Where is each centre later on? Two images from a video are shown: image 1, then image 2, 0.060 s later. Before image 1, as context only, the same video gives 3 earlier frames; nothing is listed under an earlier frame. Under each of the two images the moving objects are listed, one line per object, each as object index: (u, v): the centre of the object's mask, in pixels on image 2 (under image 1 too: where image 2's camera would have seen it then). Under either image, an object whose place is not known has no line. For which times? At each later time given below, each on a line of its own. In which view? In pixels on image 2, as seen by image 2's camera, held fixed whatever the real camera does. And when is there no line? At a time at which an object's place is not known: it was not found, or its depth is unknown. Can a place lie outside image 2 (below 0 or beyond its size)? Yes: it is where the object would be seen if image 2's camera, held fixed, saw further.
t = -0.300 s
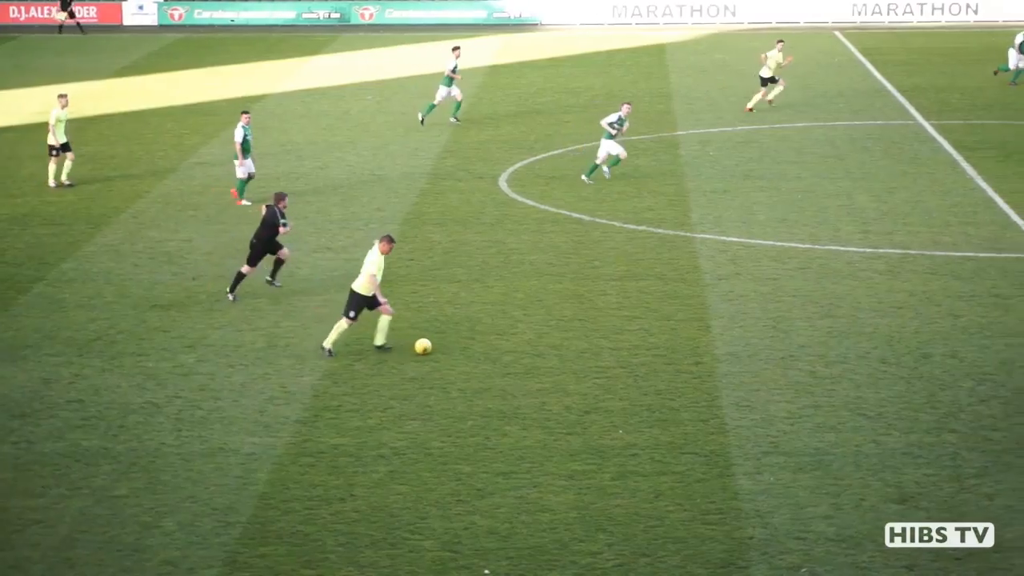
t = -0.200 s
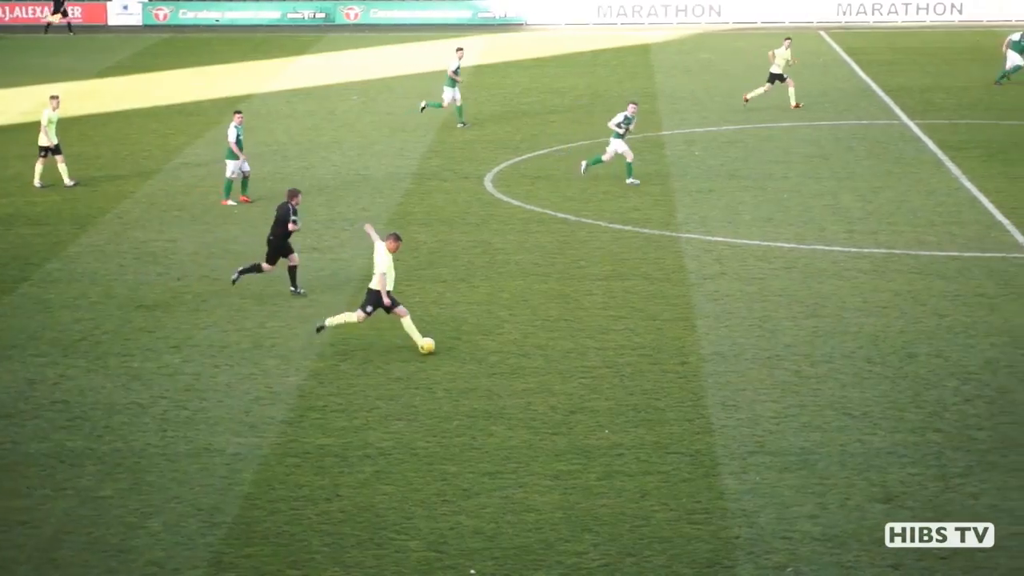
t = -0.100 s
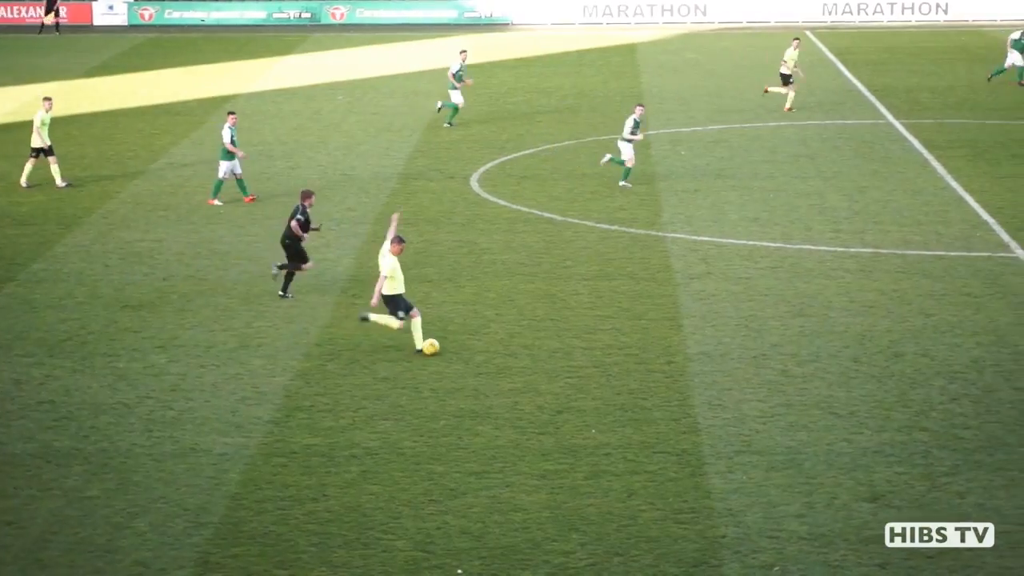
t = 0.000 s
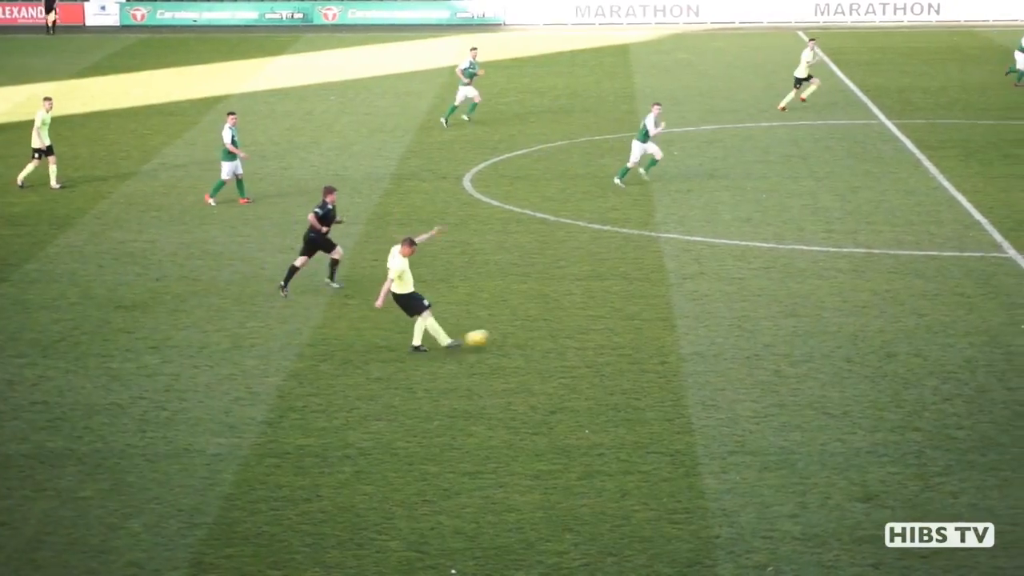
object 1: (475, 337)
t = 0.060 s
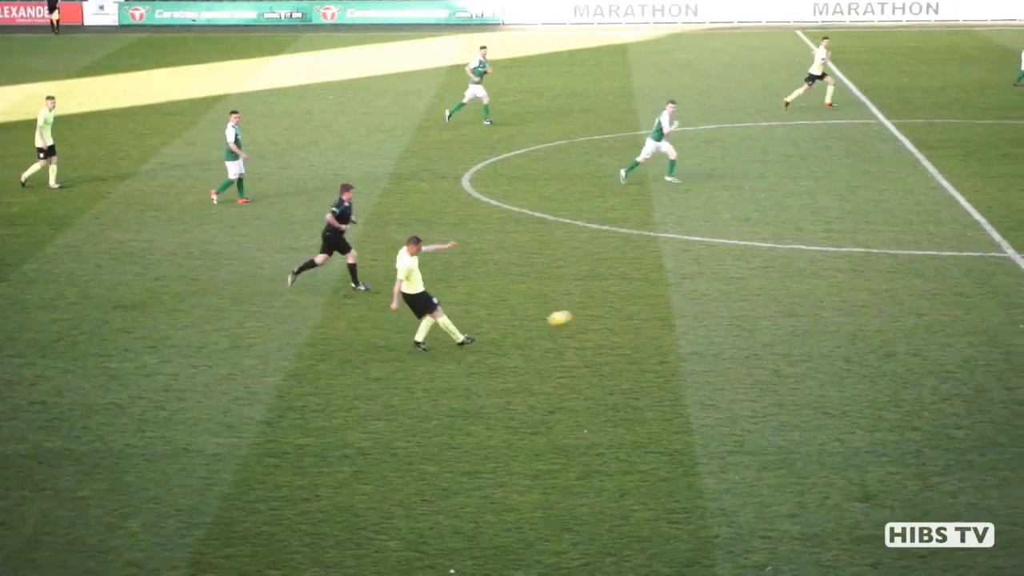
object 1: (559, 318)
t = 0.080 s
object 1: (586, 313)
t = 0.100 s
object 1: (612, 307)
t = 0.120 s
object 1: (638, 302)
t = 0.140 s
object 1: (663, 297)
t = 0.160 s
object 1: (687, 292)
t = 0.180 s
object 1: (711, 287)
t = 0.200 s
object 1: (734, 283)
